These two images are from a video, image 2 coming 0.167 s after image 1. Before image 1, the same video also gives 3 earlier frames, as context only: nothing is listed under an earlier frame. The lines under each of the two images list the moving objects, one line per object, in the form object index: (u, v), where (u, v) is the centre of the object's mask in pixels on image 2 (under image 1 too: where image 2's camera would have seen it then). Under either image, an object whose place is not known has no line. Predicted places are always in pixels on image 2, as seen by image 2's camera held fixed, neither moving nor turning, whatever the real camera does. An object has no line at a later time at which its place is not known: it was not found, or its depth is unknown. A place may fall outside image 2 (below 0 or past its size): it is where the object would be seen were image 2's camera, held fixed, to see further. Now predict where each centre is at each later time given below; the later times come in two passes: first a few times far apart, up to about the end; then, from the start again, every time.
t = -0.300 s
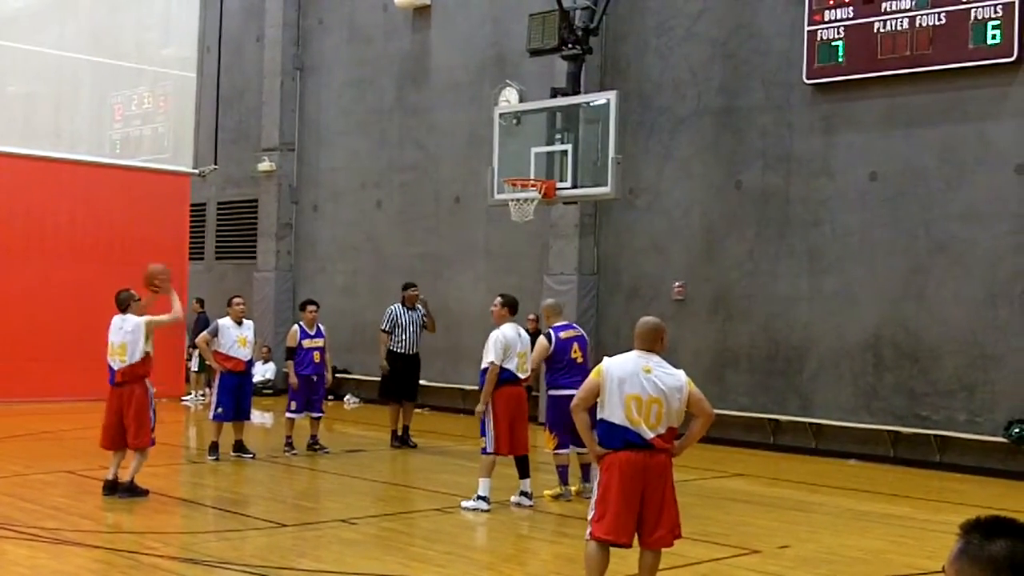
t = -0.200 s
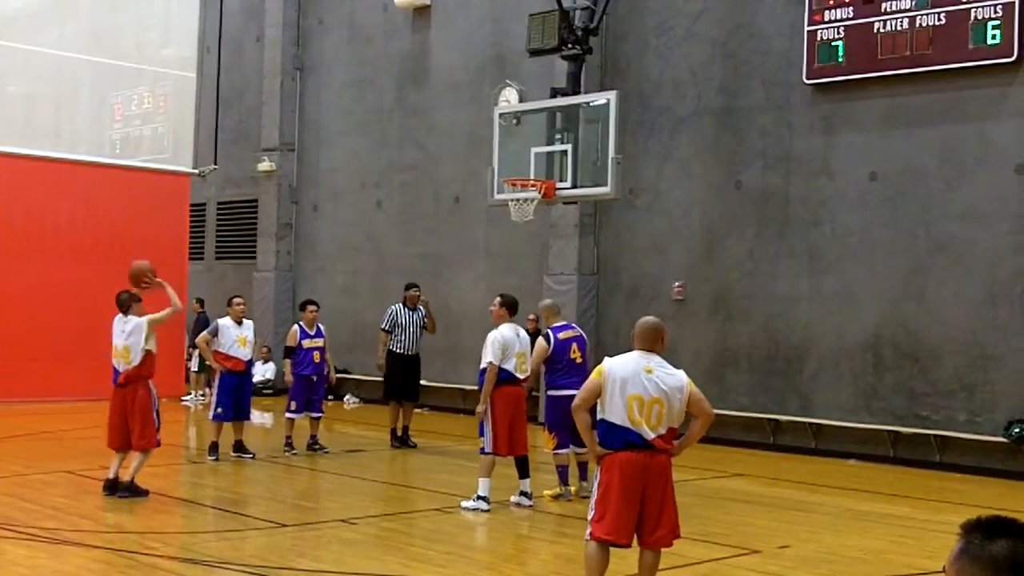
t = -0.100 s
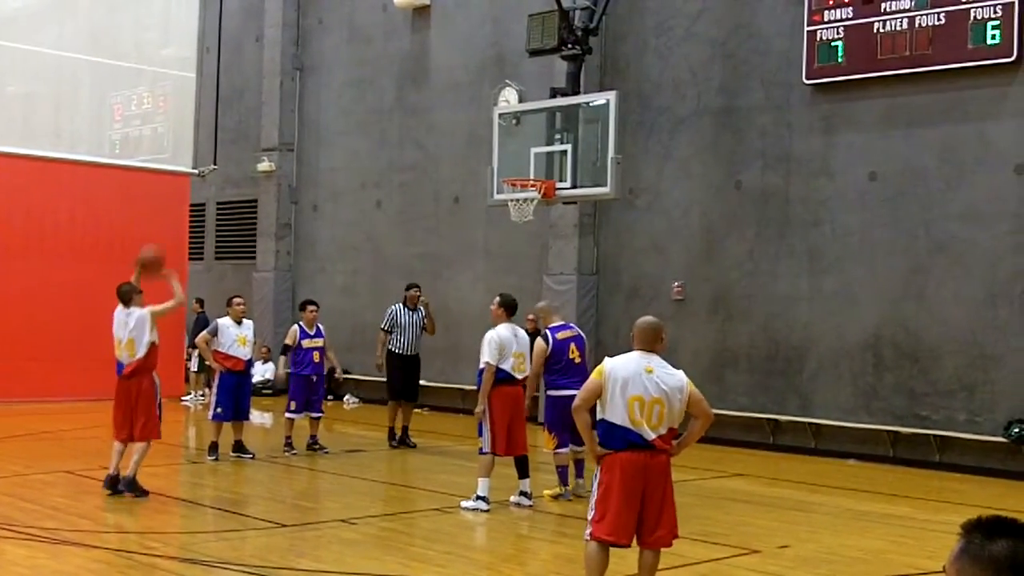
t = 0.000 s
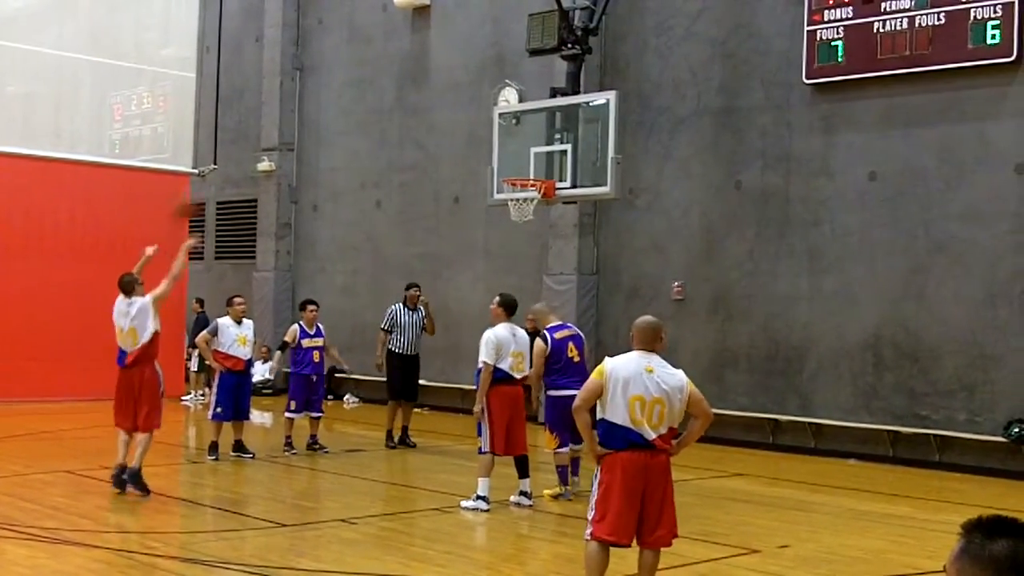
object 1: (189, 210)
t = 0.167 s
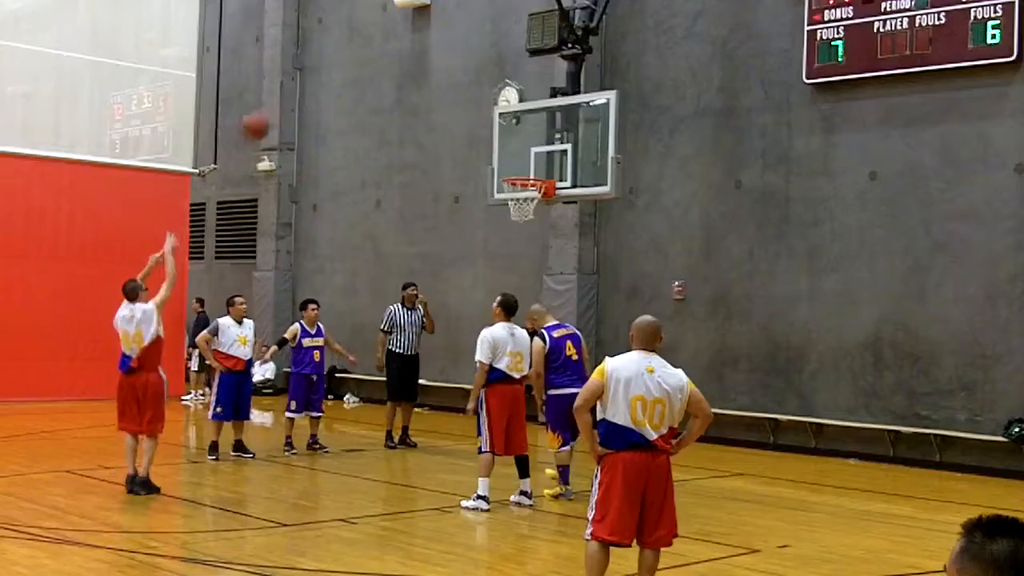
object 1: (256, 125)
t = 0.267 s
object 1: (294, 95)
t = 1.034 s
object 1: (502, 193)
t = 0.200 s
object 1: (269, 114)
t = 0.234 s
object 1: (282, 103)
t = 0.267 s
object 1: (294, 95)
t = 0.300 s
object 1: (307, 88)
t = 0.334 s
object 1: (319, 81)
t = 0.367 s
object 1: (330, 77)
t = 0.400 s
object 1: (341, 73)
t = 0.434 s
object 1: (353, 70)
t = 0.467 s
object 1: (363, 69)
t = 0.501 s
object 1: (374, 69)
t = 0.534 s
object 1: (384, 70)
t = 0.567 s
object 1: (396, 72)
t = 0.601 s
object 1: (406, 75)
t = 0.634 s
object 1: (415, 79)
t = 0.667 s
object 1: (425, 84)
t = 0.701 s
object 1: (434, 91)
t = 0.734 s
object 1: (445, 98)
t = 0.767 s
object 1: (454, 107)
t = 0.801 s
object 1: (462, 115)
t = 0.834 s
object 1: (471, 125)
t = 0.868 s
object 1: (479, 137)
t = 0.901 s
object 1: (488, 149)
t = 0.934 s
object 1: (498, 162)
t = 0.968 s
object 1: (505, 175)
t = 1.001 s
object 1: (505, 185)
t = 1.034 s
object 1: (502, 193)
